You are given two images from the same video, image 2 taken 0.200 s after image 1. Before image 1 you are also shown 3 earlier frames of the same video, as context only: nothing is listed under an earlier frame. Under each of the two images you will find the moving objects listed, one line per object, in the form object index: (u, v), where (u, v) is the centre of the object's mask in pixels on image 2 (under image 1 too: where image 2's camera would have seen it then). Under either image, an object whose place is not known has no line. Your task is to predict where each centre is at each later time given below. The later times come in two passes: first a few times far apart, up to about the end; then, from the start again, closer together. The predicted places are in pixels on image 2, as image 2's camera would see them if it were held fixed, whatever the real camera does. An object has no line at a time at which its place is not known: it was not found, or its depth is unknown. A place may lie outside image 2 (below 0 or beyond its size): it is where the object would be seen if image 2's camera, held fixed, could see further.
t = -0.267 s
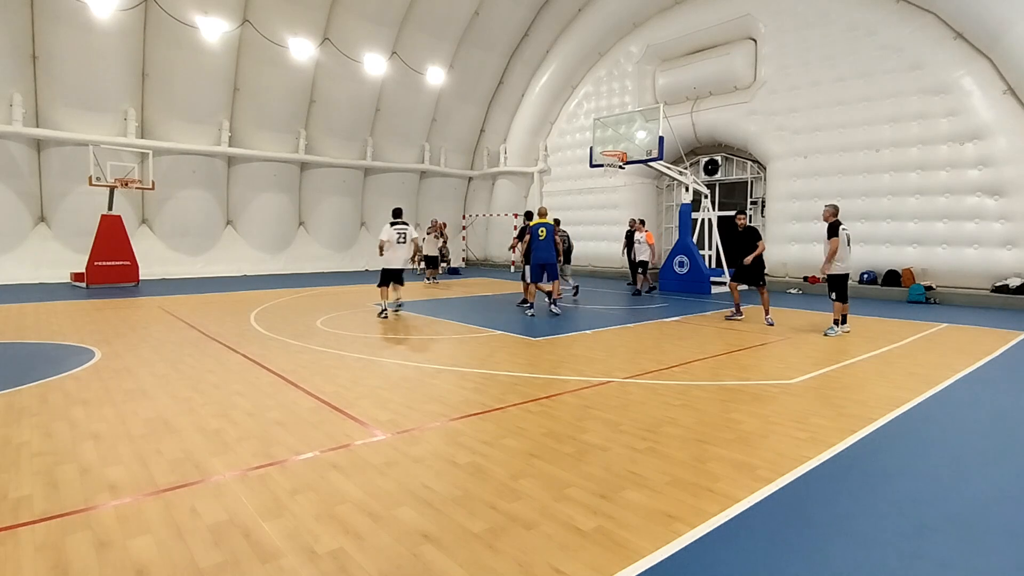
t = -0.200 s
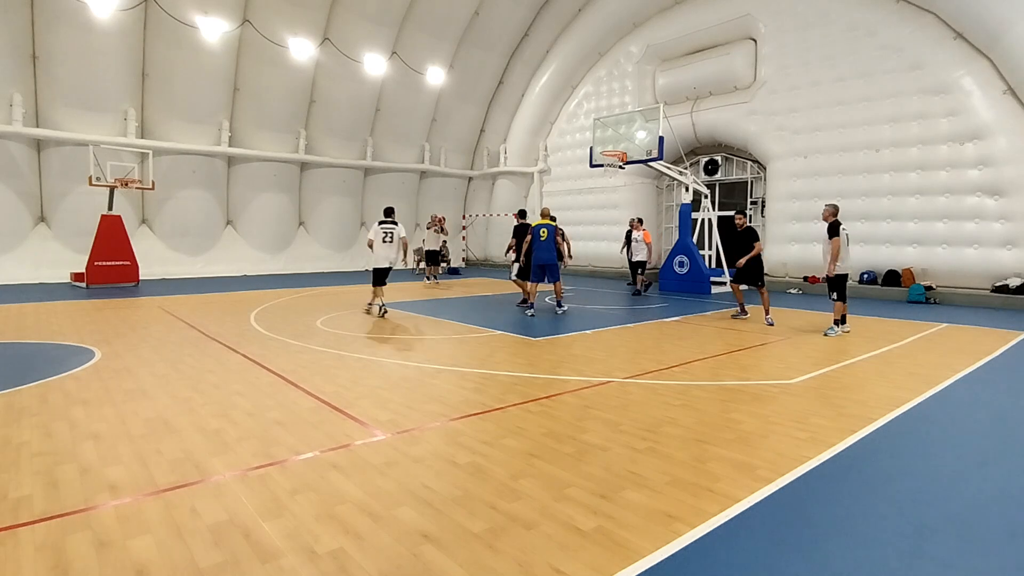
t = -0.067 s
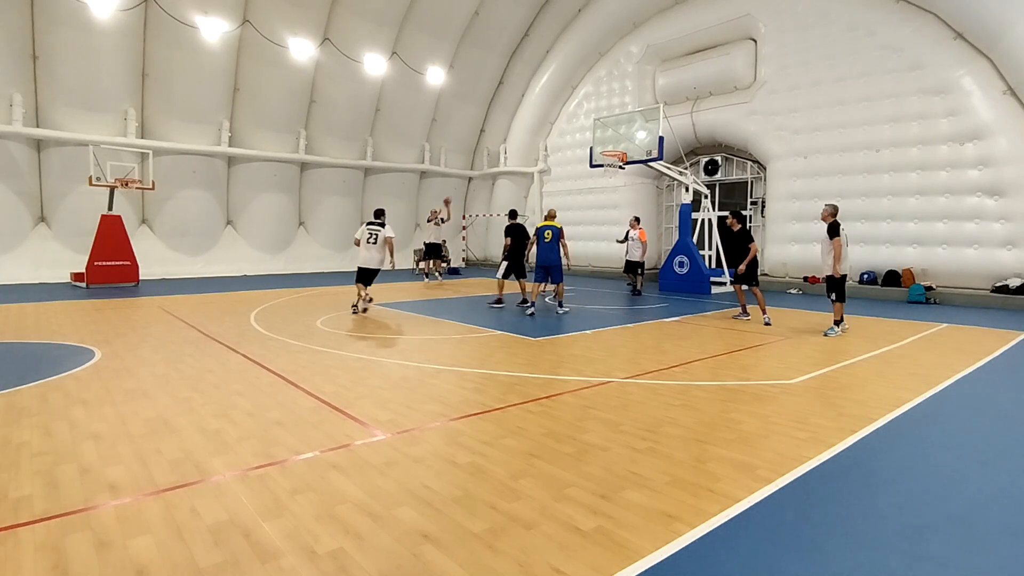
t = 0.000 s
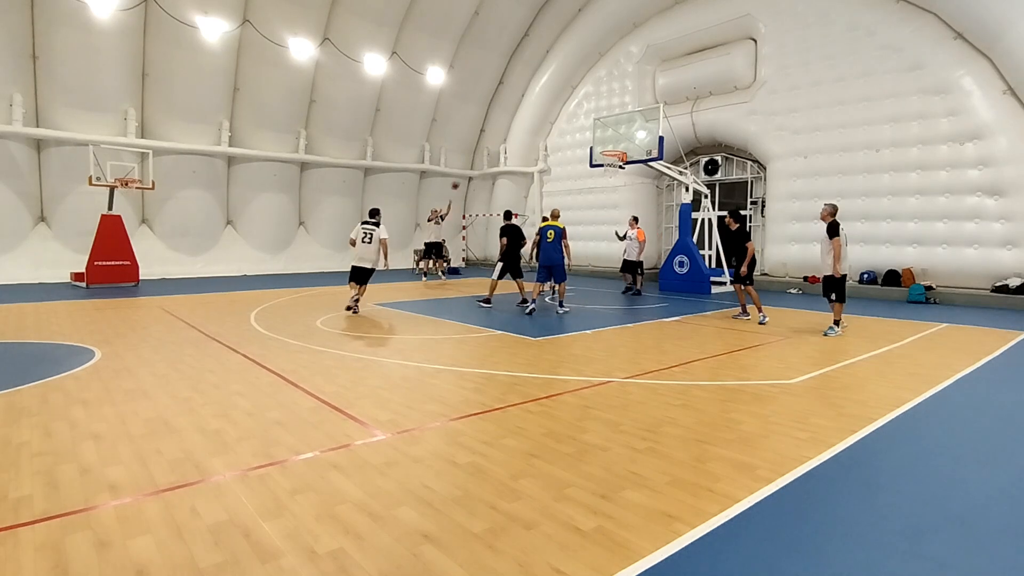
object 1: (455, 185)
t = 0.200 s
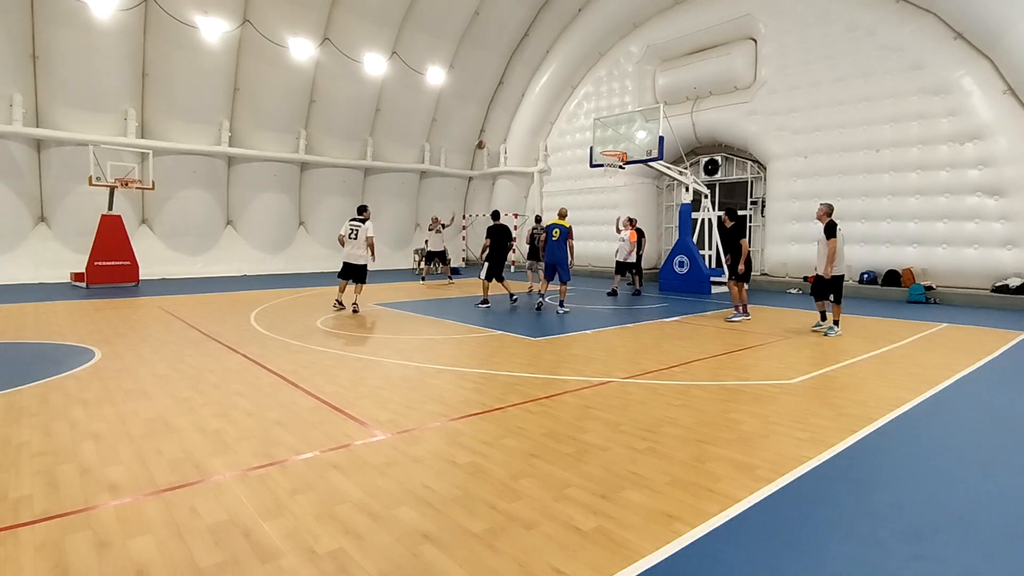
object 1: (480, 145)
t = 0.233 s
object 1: (485, 139)
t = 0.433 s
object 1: (513, 114)
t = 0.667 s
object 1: (549, 104)
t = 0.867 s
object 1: (583, 113)
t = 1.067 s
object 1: (618, 142)
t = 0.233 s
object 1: (485, 139)
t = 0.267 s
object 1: (490, 134)
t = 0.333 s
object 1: (499, 125)
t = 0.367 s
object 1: (504, 121)
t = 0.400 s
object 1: (508, 117)
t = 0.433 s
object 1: (513, 114)
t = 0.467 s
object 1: (518, 111)
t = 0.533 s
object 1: (528, 107)
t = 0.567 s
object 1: (534, 105)
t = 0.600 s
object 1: (539, 104)
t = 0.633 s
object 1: (544, 104)
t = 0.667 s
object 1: (549, 104)
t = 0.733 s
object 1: (560, 105)
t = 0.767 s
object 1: (566, 106)
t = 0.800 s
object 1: (571, 108)
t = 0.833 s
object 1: (577, 110)
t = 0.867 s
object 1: (583, 113)
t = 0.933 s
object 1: (594, 121)
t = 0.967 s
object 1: (600, 125)
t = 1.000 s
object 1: (606, 130)
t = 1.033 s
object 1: (613, 137)
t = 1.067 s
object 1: (618, 142)
